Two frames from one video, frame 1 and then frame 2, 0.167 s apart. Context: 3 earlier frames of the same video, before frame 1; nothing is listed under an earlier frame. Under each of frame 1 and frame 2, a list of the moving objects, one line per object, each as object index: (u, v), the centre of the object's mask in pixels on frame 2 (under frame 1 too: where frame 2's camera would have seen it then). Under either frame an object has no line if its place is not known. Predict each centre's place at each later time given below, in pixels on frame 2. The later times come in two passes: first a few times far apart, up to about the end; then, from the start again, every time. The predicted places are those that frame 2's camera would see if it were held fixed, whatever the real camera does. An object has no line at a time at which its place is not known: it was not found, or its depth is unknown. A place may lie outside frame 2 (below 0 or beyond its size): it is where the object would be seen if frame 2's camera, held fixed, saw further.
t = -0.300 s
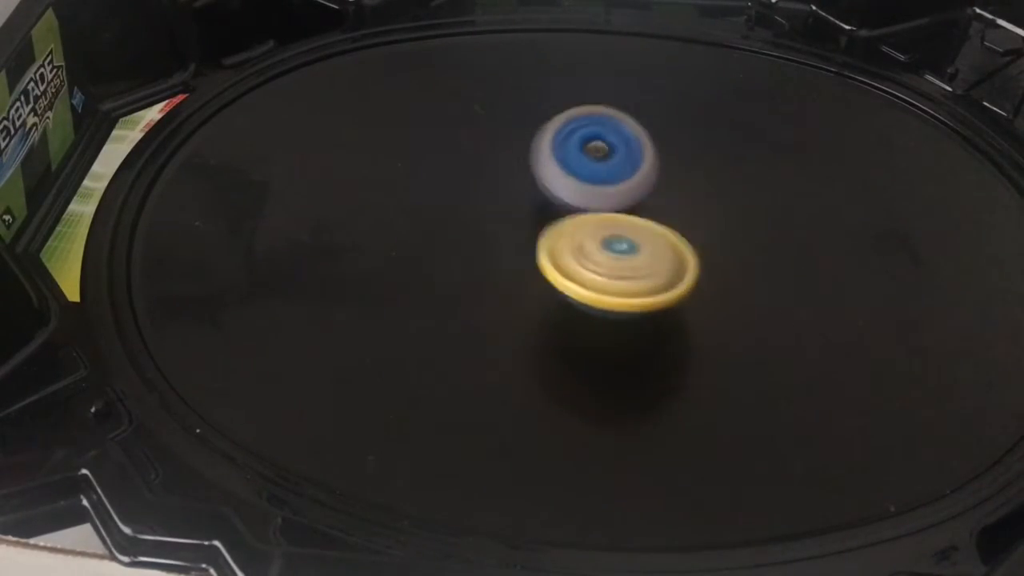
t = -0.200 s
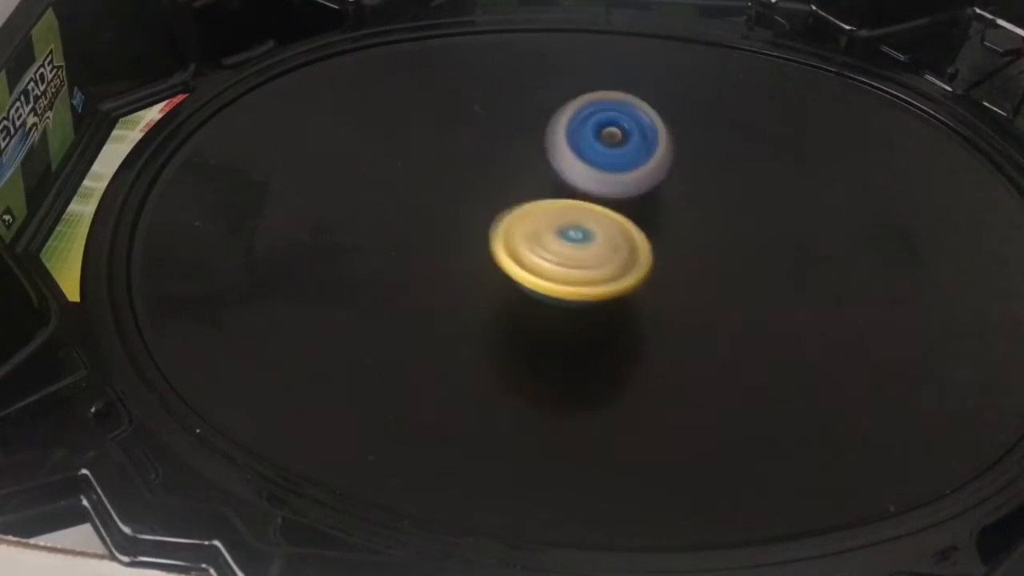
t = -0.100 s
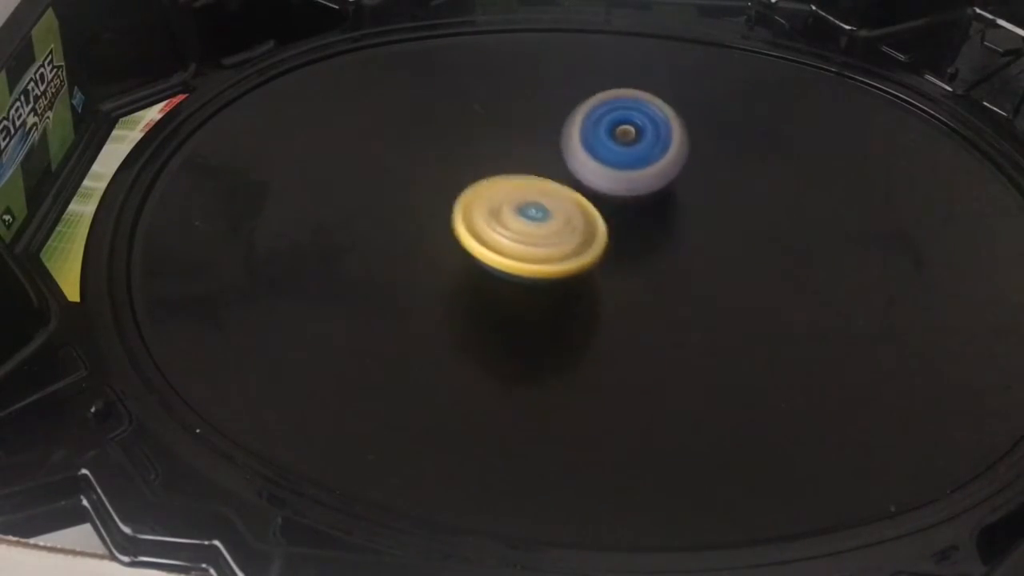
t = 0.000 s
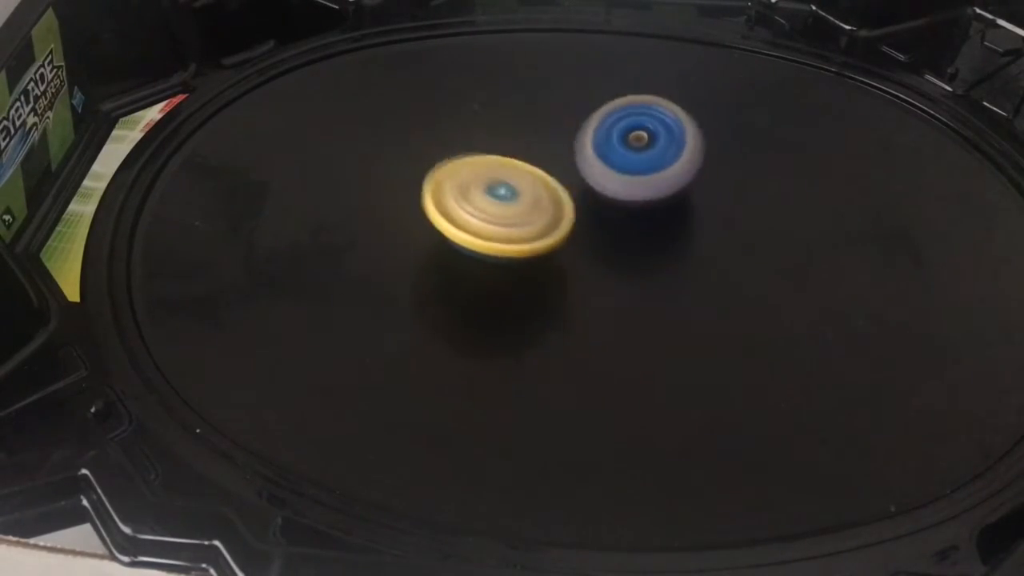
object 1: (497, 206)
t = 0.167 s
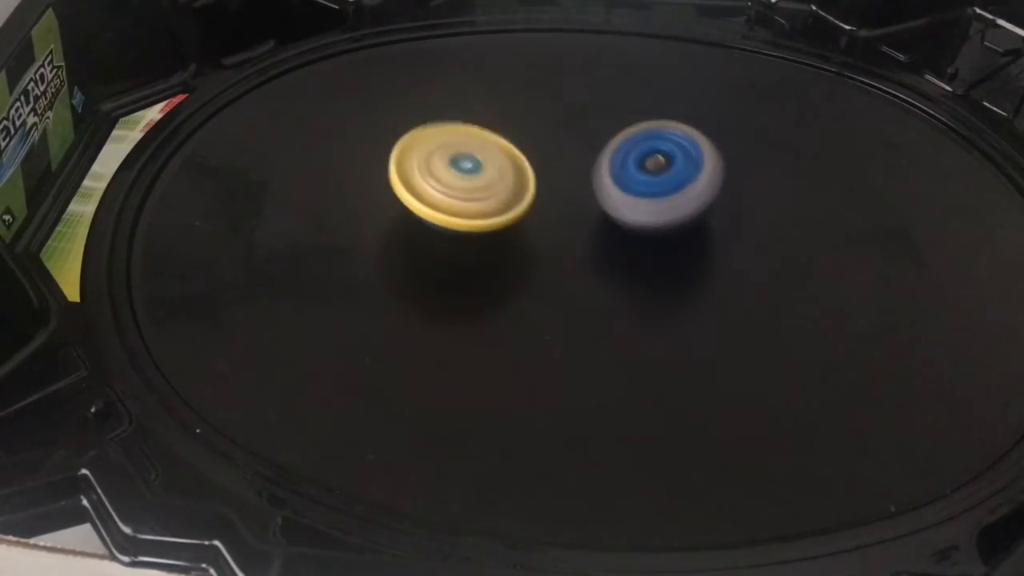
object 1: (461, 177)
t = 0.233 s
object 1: (454, 169)
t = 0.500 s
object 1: (454, 155)
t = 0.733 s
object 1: (502, 186)
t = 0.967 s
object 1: (568, 208)
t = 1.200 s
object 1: (641, 222)
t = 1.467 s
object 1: (691, 254)
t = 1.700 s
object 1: (698, 278)
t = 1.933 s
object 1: (670, 283)
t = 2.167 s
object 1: (624, 311)
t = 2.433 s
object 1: (563, 292)
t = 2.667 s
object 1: (523, 241)
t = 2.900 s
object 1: (528, 183)
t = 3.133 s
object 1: (561, 155)
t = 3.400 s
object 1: (614, 169)
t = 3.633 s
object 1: (640, 233)
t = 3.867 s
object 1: (614, 301)
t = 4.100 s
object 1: (555, 317)
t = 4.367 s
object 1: (500, 286)
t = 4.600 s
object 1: (493, 247)
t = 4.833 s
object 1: (531, 210)
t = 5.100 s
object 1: (597, 201)
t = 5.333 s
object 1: (615, 202)
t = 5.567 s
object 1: (619, 237)
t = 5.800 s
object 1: (575, 263)
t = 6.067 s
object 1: (478, 240)
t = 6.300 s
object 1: (453, 184)
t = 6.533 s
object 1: (515, 148)
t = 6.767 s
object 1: (594, 178)
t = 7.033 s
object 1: (712, 278)
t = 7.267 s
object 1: (780, 293)
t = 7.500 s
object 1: (741, 283)
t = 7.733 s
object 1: (622, 304)
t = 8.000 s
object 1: (616, 309)
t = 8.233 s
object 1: (610, 297)
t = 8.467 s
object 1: (610, 297)
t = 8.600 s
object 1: (611, 302)
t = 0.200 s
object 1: (457, 173)
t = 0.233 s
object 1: (454, 169)
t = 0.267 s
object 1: (451, 164)
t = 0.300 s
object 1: (449, 161)
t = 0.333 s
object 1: (448, 157)
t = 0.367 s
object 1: (448, 156)
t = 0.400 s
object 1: (448, 155)
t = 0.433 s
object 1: (450, 155)
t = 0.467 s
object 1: (452, 155)
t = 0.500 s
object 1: (454, 155)
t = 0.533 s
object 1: (458, 157)
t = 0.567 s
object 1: (463, 160)
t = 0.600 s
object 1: (469, 164)
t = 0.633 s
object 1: (476, 168)
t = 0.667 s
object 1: (484, 173)
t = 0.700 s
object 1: (492, 179)
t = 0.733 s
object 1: (502, 186)
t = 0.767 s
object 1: (511, 193)
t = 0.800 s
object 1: (520, 199)
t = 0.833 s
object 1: (529, 199)
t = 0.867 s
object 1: (538, 202)
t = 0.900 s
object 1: (547, 205)
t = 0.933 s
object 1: (558, 206)
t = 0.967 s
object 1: (568, 208)
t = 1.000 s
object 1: (580, 207)
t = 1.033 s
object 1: (592, 208)
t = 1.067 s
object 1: (603, 210)
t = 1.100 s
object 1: (612, 213)
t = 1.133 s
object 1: (622, 215)
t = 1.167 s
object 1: (632, 218)
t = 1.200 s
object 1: (641, 222)
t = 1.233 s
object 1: (650, 226)
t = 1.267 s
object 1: (657, 230)
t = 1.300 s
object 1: (664, 233)
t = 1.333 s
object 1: (670, 237)
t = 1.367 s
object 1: (677, 241)
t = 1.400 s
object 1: (682, 246)
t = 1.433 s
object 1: (687, 250)
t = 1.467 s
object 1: (691, 254)
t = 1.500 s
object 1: (695, 258)
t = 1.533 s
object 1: (698, 262)
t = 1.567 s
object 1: (699, 266)
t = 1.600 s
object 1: (701, 269)
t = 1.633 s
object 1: (701, 273)
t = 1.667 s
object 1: (700, 275)
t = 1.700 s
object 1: (698, 278)
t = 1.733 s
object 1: (697, 280)
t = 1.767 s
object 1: (695, 281)
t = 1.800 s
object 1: (691, 282)
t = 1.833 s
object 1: (686, 282)
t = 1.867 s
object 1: (681, 282)
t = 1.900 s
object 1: (675, 281)
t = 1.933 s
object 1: (670, 283)
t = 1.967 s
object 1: (664, 285)
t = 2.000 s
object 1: (658, 286)
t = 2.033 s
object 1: (652, 297)
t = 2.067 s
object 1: (644, 303)
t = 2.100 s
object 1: (638, 307)
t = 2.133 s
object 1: (631, 309)
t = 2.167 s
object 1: (624, 311)
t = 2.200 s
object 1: (616, 312)
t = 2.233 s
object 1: (608, 312)
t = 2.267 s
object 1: (600, 311)
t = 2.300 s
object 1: (592, 309)
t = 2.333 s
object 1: (584, 305)
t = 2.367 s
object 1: (576, 302)
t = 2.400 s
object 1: (570, 298)
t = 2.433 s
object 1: (563, 292)
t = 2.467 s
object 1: (553, 287)
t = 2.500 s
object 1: (544, 282)
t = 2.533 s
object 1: (537, 275)
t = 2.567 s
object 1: (531, 266)
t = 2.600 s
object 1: (527, 258)
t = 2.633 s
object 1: (525, 250)
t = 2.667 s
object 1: (523, 241)
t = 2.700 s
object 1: (521, 232)
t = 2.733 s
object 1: (520, 224)
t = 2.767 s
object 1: (521, 215)
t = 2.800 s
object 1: (521, 206)
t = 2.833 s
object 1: (522, 199)
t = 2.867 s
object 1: (525, 191)
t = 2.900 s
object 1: (528, 183)
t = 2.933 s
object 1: (530, 178)
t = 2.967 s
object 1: (535, 172)
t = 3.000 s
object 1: (540, 167)
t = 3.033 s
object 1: (544, 163)
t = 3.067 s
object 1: (550, 161)
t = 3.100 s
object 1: (556, 157)
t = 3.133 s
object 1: (561, 155)
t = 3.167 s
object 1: (568, 153)
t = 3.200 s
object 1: (574, 151)
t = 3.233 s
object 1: (580, 152)
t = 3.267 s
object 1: (587, 152)
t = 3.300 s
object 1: (595, 155)
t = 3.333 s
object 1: (600, 158)
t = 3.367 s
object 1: (607, 162)
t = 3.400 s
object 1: (614, 169)
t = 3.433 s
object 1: (619, 175)
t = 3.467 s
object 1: (625, 184)
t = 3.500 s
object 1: (630, 192)
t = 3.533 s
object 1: (634, 201)
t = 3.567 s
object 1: (637, 211)
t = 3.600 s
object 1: (638, 222)
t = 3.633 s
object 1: (640, 233)
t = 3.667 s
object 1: (641, 246)
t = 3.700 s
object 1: (639, 258)
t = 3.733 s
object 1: (636, 267)
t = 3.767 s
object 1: (633, 277)
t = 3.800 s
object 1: (628, 285)
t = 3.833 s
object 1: (622, 294)
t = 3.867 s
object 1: (614, 301)
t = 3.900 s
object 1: (607, 306)
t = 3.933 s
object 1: (599, 312)
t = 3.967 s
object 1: (590, 315)
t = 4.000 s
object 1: (581, 318)
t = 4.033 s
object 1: (572, 318)
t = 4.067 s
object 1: (563, 318)
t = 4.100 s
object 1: (555, 317)
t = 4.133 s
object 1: (547, 313)
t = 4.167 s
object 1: (540, 310)
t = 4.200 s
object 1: (533, 304)
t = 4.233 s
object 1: (526, 299)
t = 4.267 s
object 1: (520, 296)
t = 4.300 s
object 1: (514, 292)
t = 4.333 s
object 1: (506, 290)
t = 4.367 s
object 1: (500, 286)
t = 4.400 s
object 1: (496, 282)
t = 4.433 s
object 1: (494, 277)
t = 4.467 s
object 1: (491, 271)
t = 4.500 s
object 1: (490, 266)
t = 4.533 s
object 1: (489, 259)
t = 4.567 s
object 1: (491, 254)
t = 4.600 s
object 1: (493, 247)
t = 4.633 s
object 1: (494, 242)
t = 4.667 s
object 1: (500, 236)
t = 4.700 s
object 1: (504, 230)
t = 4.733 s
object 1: (511, 225)
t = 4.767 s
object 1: (518, 219)
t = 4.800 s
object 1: (524, 216)
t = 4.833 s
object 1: (531, 210)
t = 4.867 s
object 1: (538, 207)
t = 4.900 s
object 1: (547, 204)
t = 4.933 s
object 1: (554, 202)
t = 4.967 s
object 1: (563, 200)
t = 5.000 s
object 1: (570, 198)
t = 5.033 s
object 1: (578, 197)
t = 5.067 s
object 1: (589, 198)
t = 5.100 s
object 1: (597, 201)
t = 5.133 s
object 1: (603, 201)
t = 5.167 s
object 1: (602, 194)
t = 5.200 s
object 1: (605, 190)
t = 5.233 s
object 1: (608, 193)
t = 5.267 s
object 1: (610, 195)
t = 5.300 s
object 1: (613, 198)
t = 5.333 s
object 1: (615, 202)
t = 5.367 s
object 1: (616, 206)
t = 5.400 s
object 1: (618, 210)
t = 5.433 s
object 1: (619, 215)
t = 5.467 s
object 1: (620, 220)
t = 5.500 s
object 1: (621, 226)
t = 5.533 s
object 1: (620, 231)
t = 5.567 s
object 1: (619, 237)
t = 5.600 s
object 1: (617, 241)
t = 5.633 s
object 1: (614, 247)
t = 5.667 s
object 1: (611, 251)
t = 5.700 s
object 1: (606, 255)
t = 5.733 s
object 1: (600, 259)
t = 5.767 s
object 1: (592, 262)
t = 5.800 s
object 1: (575, 263)
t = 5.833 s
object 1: (563, 264)
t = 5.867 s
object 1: (553, 266)
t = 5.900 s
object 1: (544, 263)
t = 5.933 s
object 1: (533, 262)
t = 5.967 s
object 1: (527, 258)
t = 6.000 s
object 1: (518, 256)
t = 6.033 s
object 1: (499, 248)
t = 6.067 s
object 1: (478, 240)
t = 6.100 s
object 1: (466, 231)
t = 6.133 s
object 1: (459, 224)
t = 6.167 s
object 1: (456, 216)
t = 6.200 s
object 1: (452, 209)
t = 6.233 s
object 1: (451, 200)
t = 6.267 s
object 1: (450, 193)
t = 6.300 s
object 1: (453, 184)
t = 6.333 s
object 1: (455, 178)
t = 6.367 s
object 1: (459, 172)
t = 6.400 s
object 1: (467, 168)
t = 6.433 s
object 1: (478, 165)
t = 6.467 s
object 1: (490, 161)
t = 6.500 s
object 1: (502, 151)
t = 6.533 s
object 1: (515, 148)
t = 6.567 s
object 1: (528, 150)
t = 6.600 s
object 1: (539, 151)
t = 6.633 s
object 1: (551, 154)
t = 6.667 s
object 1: (562, 159)
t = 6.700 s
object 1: (573, 164)
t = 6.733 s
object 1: (584, 171)
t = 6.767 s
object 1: (594, 178)
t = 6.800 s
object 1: (602, 189)
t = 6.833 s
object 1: (609, 195)
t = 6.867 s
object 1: (622, 215)
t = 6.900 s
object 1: (637, 230)
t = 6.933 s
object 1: (653, 246)
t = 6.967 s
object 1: (672, 259)
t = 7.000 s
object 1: (692, 268)
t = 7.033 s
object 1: (712, 278)
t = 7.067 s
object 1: (729, 284)
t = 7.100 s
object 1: (746, 287)
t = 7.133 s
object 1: (761, 289)
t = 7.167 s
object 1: (770, 293)
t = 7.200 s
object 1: (777, 293)
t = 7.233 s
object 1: (780, 293)
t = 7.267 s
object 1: (780, 293)
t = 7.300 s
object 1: (779, 291)
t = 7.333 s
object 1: (777, 290)
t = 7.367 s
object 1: (775, 291)
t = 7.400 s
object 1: (770, 290)
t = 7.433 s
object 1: (764, 288)
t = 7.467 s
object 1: (752, 285)
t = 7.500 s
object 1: (741, 283)
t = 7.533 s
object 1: (726, 277)
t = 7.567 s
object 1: (708, 274)
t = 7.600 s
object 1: (690, 274)
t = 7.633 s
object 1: (668, 278)
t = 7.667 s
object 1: (646, 283)
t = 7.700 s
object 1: (630, 294)
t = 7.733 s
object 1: (622, 304)
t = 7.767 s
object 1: (620, 313)
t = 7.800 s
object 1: (624, 317)
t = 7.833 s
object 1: (627, 319)
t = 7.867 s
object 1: (628, 320)
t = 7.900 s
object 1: (627, 319)
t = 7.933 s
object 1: (624, 318)
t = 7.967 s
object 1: (620, 315)
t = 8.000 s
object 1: (616, 309)
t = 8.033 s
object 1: (613, 303)
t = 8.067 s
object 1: (611, 301)
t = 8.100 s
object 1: (610, 298)
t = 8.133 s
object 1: (612, 294)
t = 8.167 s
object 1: (610, 295)
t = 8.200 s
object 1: (610, 297)
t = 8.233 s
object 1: (610, 297)
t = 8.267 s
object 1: (610, 295)
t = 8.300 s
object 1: (610, 293)
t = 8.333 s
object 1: (612, 292)
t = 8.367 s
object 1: (613, 291)
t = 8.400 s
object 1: (614, 290)
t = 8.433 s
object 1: (611, 294)
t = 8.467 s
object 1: (610, 297)
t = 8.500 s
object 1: (610, 299)
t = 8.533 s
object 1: (611, 301)
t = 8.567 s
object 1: (611, 302)
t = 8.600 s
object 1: (611, 302)
